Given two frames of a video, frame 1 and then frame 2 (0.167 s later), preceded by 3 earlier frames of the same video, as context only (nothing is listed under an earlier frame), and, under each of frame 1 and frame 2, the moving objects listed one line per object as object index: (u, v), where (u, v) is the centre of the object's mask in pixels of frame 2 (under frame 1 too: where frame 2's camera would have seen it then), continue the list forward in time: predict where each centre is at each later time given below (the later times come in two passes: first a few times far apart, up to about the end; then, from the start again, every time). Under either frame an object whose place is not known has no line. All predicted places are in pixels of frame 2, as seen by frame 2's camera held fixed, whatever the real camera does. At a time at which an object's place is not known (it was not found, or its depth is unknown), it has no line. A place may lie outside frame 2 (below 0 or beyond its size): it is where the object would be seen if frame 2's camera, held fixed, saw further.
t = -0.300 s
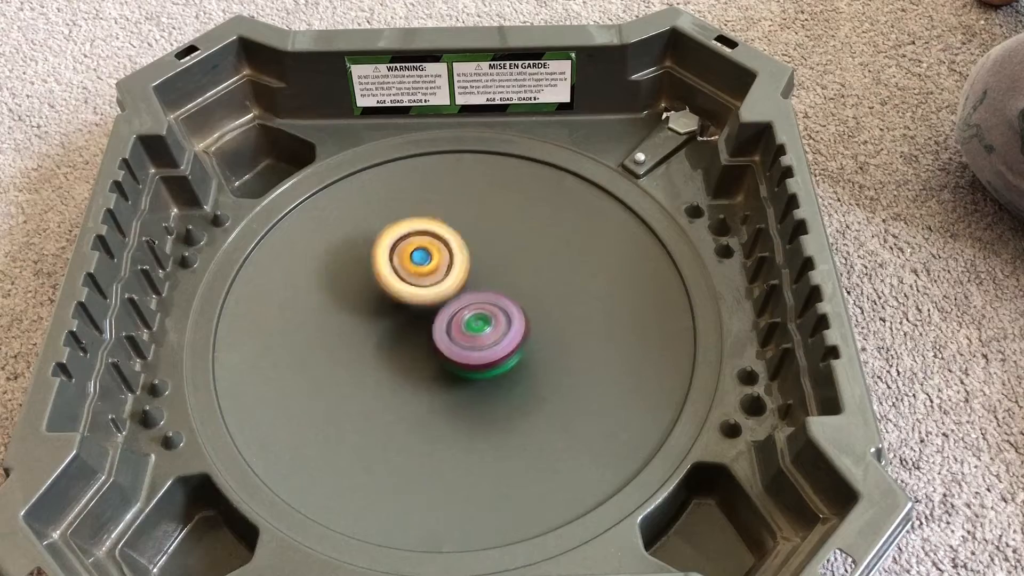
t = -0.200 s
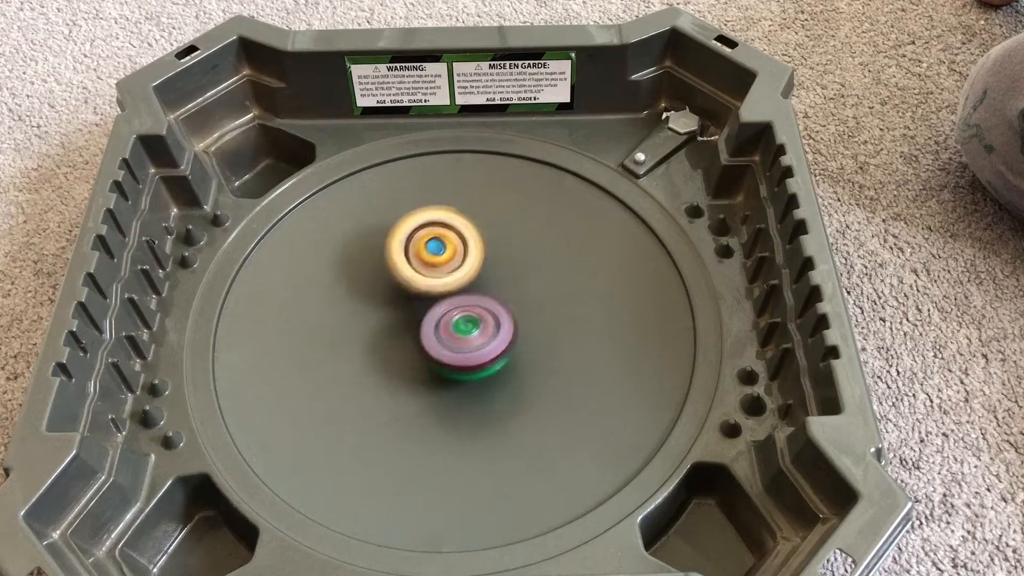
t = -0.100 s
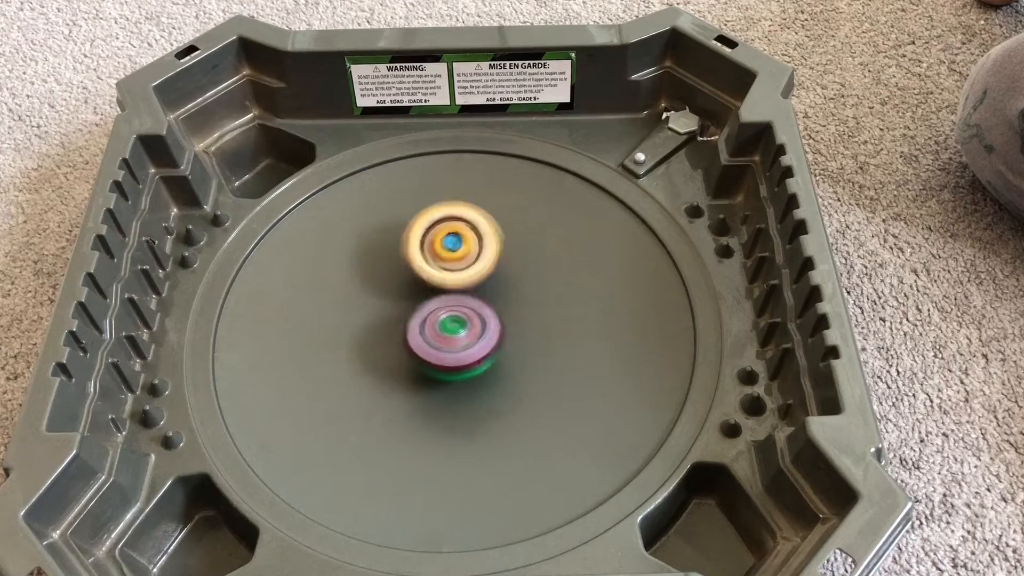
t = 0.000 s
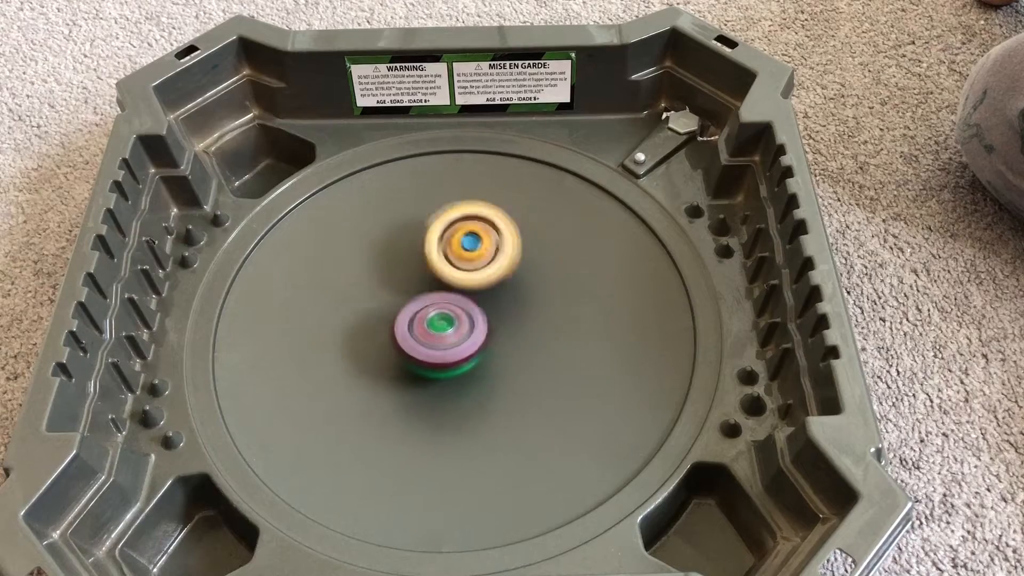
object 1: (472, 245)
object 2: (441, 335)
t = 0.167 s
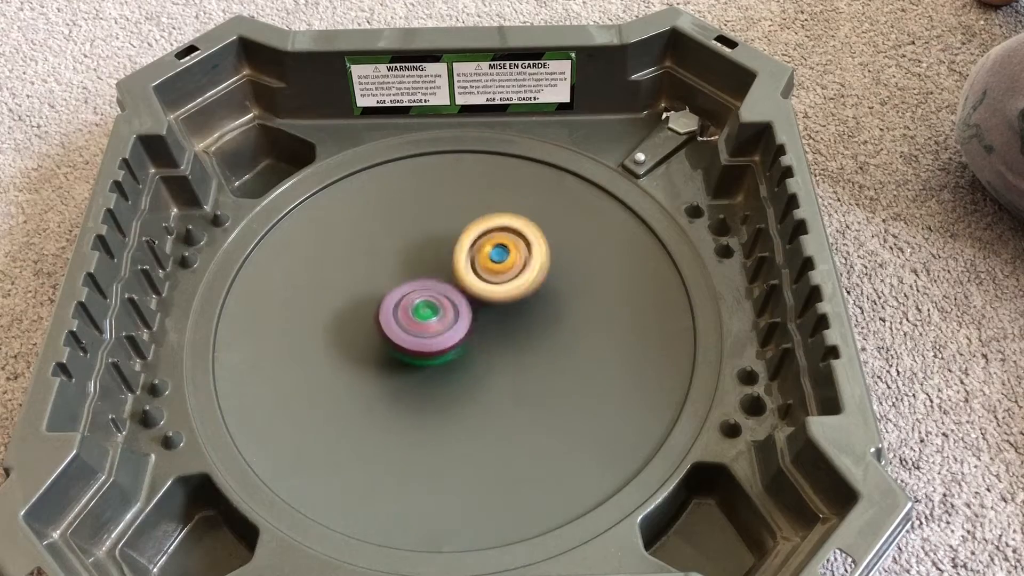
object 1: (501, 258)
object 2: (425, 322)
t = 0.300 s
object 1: (517, 277)
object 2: (420, 309)
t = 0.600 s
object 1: (512, 332)
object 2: (434, 286)
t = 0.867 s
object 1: (460, 363)
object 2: (461, 282)
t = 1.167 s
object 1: (399, 345)
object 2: (488, 302)
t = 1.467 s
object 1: (386, 290)
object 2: (495, 325)
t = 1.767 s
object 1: (431, 243)
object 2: (483, 358)
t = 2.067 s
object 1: (491, 267)
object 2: (439, 352)
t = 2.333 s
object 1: (525, 292)
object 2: (397, 341)
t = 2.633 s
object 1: (493, 329)
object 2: (407, 292)
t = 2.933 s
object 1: (460, 352)
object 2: (449, 271)
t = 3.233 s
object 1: (429, 352)
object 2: (495, 293)
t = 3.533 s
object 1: (393, 314)
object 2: (521, 324)
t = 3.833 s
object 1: (405, 299)
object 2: (502, 340)
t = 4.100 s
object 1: (424, 269)
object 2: (503, 356)
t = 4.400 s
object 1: (499, 264)
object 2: (495, 353)
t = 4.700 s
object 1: (528, 264)
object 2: (487, 323)
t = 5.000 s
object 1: (504, 274)
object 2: (411, 325)
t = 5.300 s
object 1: (485, 267)
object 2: (412, 310)
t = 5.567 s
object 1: (486, 275)
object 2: (409, 308)
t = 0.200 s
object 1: (507, 263)
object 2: (422, 319)
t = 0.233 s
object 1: (511, 265)
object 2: (421, 316)
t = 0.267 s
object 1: (514, 271)
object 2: (421, 312)
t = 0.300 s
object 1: (517, 277)
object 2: (420, 309)
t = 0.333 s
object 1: (521, 281)
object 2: (420, 306)
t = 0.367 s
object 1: (521, 288)
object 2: (420, 302)
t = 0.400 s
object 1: (522, 295)
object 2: (422, 299)
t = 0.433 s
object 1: (526, 302)
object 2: (422, 295)
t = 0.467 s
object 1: (524, 308)
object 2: (423, 292)
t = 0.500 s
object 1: (523, 314)
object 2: (424, 290)
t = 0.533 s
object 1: (522, 321)
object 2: (427, 288)
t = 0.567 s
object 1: (517, 326)
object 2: (430, 287)
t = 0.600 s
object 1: (512, 332)
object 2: (434, 286)
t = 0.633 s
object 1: (509, 339)
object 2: (436, 284)
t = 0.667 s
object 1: (502, 344)
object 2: (438, 280)
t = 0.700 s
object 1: (498, 348)
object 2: (441, 279)
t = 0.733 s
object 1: (492, 353)
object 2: (445, 279)
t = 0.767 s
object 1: (483, 356)
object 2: (449, 280)
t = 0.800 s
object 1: (476, 359)
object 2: (453, 280)
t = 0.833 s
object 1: (468, 363)
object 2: (457, 279)
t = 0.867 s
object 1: (460, 363)
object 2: (461, 282)
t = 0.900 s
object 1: (453, 364)
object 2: (465, 283)
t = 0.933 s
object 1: (445, 365)
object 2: (468, 285)
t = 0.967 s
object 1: (435, 363)
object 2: (473, 287)
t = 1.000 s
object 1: (426, 363)
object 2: (477, 288)
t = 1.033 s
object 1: (420, 362)
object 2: (480, 290)
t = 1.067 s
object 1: (413, 359)
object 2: (483, 293)
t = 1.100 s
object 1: (407, 354)
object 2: (485, 295)
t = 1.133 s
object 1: (403, 350)
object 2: (487, 299)
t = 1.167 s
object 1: (399, 345)
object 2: (488, 302)
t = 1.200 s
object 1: (395, 339)
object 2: (489, 306)
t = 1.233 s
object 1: (393, 333)
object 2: (491, 309)
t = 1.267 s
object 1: (384, 326)
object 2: (499, 311)
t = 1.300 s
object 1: (379, 320)
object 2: (502, 313)
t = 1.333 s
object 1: (379, 314)
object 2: (504, 315)
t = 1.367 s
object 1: (379, 307)
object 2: (503, 317)
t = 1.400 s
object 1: (378, 302)
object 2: (501, 319)
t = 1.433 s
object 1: (382, 296)
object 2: (498, 322)
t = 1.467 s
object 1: (386, 290)
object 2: (495, 325)
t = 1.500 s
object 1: (390, 287)
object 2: (492, 328)
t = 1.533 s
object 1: (397, 282)
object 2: (488, 331)
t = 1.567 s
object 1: (402, 276)
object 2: (484, 332)
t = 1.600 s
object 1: (407, 267)
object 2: (485, 341)
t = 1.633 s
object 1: (410, 256)
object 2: (489, 349)
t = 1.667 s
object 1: (415, 250)
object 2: (490, 354)
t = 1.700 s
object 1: (421, 247)
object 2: (489, 357)
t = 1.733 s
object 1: (425, 243)
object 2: (487, 358)
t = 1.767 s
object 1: (431, 243)
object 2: (483, 358)
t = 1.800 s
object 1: (440, 242)
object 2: (479, 358)
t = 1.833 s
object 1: (445, 244)
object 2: (474, 357)
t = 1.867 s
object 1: (452, 247)
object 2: (469, 356)
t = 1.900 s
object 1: (457, 248)
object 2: (465, 354)
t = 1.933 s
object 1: (464, 253)
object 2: (460, 351)
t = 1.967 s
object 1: (471, 257)
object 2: (456, 348)
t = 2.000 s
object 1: (478, 259)
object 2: (450, 351)
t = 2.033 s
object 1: (487, 262)
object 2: (443, 354)
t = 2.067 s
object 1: (491, 267)
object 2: (439, 352)
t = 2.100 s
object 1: (494, 272)
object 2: (436, 350)
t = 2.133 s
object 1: (502, 273)
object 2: (430, 350)
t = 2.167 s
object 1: (513, 274)
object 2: (416, 353)
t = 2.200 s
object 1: (521, 274)
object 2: (405, 354)
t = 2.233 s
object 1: (524, 280)
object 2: (400, 353)
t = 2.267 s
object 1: (525, 285)
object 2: (398, 350)
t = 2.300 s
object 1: (524, 289)
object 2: (396, 346)
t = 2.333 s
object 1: (525, 292)
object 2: (397, 341)
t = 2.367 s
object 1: (521, 298)
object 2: (398, 336)
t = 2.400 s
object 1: (518, 302)
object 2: (401, 330)
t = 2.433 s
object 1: (512, 307)
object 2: (405, 325)
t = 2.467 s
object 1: (508, 310)
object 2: (408, 319)
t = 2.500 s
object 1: (507, 314)
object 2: (407, 310)
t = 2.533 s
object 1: (505, 318)
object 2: (408, 306)
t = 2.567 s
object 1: (503, 323)
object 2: (405, 300)
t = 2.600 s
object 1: (499, 328)
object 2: (404, 296)
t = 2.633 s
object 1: (493, 329)
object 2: (407, 292)
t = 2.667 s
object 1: (491, 331)
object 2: (410, 288)
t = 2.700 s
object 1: (488, 335)
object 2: (413, 284)
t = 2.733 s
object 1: (484, 338)
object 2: (417, 281)
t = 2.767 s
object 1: (479, 342)
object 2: (421, 278)
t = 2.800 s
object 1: (477, 345)
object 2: (425, 274)
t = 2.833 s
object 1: (471, 346)
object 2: (431, 275)
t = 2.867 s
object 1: (471, 348)
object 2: (436, 273)
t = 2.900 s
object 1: (465, 349)
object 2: (442, 272)
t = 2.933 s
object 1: (460, 352)
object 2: (449, 271)
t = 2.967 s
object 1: (453, 353)
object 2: (455, 272)
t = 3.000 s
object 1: (452, 352)
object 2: (462, 273)
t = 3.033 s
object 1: (445, 357)
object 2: (467, 272)
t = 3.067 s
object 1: (439, 359)
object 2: (475, 270)
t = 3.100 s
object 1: (433, 359)
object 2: (479, 273)
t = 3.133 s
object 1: (434, 357)
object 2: (484, 278)
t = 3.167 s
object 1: (434, 357)
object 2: (488, 284)
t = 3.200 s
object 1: (432, 354)
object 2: (491, 288)
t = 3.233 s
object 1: (429, 352)
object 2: (495, 293)
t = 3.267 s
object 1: (422, 347)
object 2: (499, 295)
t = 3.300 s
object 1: (418, 342)
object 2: (503, 300)
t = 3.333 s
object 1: (412, 338)
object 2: (505, 303)
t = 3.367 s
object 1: (411, 333)
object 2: (506, 307)
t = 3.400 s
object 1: (409, 330)
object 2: (507, 310)
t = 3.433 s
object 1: (409, 327)
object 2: (509, 313)
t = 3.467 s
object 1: (401, 324)
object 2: (517, 318)
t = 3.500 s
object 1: (394, 316)
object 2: (522, 320)
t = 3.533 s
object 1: (393, 314)
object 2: (521, 324)
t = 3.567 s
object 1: (396, 312)
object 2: (516, 328)
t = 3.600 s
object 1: (400, 310)
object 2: (513, 331)
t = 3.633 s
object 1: (405, 313)
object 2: (509, 333)
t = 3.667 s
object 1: (407, 314)
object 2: (506, 334)
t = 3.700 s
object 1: (404, 310)
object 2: (507, 337)
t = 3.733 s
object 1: (404, 306)
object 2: (505, 337)
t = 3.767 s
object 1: (406, 303)
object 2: (501, 338)
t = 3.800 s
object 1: (408, 302)
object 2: (499, 339)
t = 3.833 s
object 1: (405, 299)
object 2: (502, 340)
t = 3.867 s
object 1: (409, 293)
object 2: (502, 341)
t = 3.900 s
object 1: (411, 289)
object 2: (498, 340)
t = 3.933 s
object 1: (415, 290)
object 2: (497, 337)
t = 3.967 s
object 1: (418, 291)
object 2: (495, 335)
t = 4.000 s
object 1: (419, 296)
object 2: (495, 333)
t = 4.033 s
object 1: (420, 292)
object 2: (498, 337)
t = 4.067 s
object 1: (421, 282)
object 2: (503, 349)
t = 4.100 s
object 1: (424, 269)
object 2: (503, 356)
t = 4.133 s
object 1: (430, 261)
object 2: (505, 364)
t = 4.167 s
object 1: (436, 255)
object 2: (504, 367)
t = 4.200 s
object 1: (443, 252)
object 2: (502, 370)
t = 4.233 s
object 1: (450, 251)
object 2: (501, 366)
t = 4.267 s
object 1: (459, 250)
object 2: (499, 363)
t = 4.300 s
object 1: (469, 252)
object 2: (498, 360)
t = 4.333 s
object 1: (480, 256)
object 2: (497, 358)
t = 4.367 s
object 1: (490, 259)
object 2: (497, 356)
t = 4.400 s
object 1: (499, 264)
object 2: (495, 353)
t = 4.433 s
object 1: (508, 265)
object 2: (492, 349)
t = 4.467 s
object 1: (516, 267)
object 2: (492, 343)
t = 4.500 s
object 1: (523, 267)
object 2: (492, 339)
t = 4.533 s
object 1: (527, 265)
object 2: (495, 331)
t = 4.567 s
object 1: (530, 264)
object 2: (496, 326)
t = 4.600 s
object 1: (531, 264)
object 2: (495, 325)
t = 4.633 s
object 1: (530, 264)
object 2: (491, 326)
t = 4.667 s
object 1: (530, 265)
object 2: (488, 324)
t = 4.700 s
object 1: (528, 264)
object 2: (487, 323)
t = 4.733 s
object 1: (522, 262)
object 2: (482, 325)
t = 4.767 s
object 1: (518, 261)
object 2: (476, 326)
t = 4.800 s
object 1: (518, 263)
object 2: (466, 328)
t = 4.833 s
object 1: (519, 266)
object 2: (454, 328)
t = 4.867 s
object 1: (519, 267)
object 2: (442, 331)
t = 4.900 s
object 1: (516, 269)
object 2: (433, 332)
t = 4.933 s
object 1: (512, 271)
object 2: (424, 330)
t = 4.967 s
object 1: (508, 272)
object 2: (416, 328)
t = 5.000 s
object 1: (504, 274)
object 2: (411, 325)
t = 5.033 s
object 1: (501, 275)
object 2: (409, 321)
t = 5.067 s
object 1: (497, 275)
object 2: (407, 316)
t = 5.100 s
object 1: (492, 275)
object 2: (408, 312)
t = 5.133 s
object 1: (490, 275)
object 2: (410, 307)
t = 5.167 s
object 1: (489, 273)
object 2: (411, 305)
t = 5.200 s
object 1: (489, 272)
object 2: (408, 309)
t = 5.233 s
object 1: (488, 271)
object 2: (406, 310)
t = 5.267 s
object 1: (486, 269)
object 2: (409, 308)
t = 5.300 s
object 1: (485, 267)
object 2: (412, 310)
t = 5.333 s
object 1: (485, 268)
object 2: (414, 311)
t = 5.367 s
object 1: (485, 269)
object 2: (416, 311)
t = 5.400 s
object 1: (485, 268)
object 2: (419, 310)
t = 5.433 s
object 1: (485, 269)
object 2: (416, 312)
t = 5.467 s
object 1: (487, 271)
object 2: (413, 313)
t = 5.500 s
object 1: (487, 273)
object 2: (410, 312)
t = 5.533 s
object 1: (486, 275)
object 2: (410, 310)
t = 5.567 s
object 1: (486, 275)
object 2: (409, 308)
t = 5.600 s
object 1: (485, 276)
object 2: (409, 306)
